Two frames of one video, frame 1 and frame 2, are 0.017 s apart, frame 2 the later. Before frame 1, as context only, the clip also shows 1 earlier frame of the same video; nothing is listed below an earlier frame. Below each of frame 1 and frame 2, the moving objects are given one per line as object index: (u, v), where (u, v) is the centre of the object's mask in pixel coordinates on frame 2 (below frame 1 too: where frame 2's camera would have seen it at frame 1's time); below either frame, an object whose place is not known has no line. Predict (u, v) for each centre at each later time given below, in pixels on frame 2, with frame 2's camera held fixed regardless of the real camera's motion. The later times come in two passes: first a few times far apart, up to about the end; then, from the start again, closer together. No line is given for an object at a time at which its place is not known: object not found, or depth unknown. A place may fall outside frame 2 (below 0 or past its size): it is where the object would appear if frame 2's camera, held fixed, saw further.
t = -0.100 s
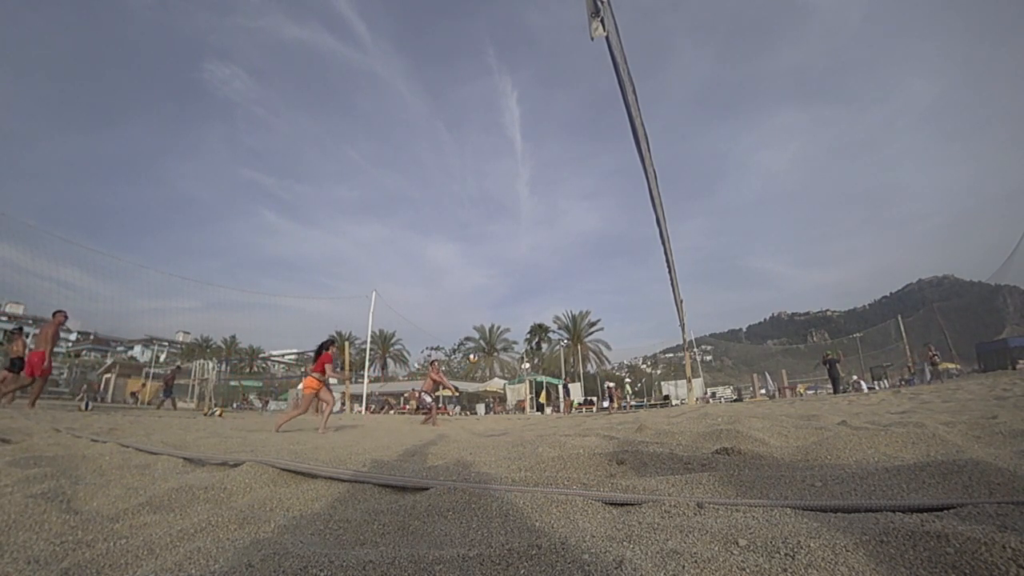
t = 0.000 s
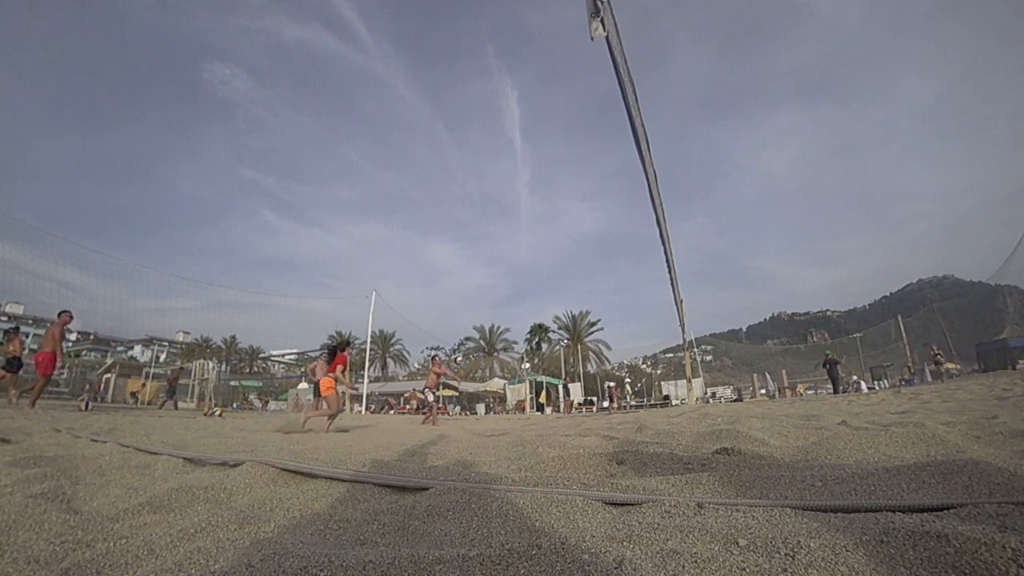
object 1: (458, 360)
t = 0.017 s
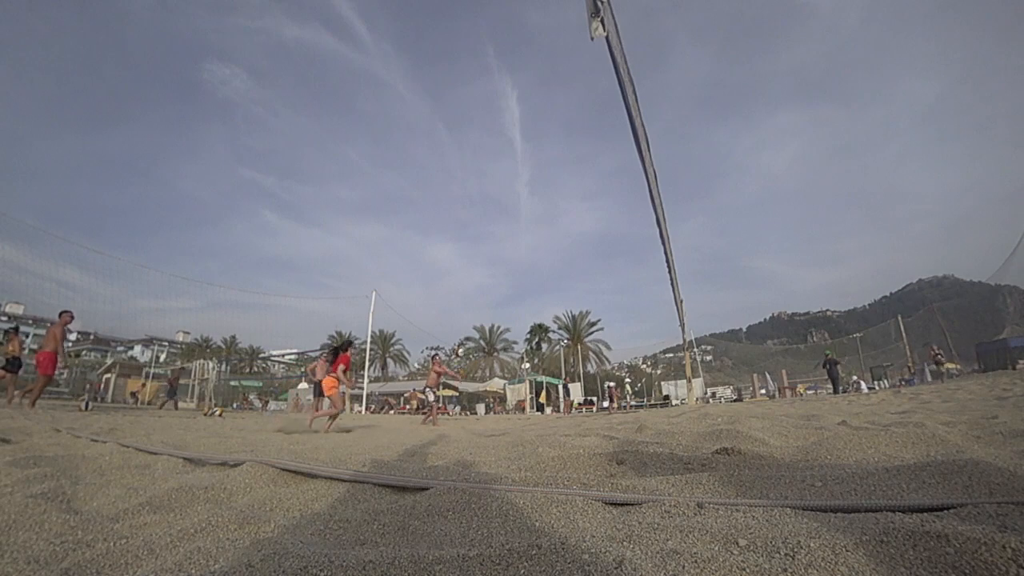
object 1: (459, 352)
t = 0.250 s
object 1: (480, 275)
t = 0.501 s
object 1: (500, 222)
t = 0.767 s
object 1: (519, 194)
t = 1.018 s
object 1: (540, 193)
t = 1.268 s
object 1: (563, 217)
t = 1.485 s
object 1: (586, 261)
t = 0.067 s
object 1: (463, 334)
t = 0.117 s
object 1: (468, 316)
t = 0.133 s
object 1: (470, 311)
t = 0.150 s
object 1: (471, 305)
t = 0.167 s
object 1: (473, 299)
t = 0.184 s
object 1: (474, 294)
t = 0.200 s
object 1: (475, 289)
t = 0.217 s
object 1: (477, 285)
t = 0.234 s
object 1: (478, 280)
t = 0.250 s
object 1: (480, 275)
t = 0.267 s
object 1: (481, 271)
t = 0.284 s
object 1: (483, 266)
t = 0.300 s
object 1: (484, 262)
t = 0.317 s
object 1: (485, 258)
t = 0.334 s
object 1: (486, 254)
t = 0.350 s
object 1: (488, 250)
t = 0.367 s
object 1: (489, 247)
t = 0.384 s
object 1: (490, 244)
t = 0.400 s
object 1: (492, 240)
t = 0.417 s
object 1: (493, 237)
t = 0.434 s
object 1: (494, 233)
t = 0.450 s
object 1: (495, 230)
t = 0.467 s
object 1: (497, 227)
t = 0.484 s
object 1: (498, 225)
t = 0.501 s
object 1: (500, 222)
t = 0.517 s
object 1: (500, 220)
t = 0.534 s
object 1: (502, 217)
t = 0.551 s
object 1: (503, 214)
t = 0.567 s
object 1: (504, 212)
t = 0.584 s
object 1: (505, 210)
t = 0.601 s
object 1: (507, 208)
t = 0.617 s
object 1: (508, 206)
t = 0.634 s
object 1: (509, 205)
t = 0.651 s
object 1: (510, 203)
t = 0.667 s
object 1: (511, 202)
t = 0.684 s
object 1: (513, 200)
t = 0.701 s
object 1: (514, 199)
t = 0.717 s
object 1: (515, 197)
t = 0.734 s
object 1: (517, 196)
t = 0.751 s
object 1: (518, 195)
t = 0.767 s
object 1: (519, 194)
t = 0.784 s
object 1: (520, 194)
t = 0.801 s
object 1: (522, 193)
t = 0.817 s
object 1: (523, 192)
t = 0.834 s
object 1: (525, 191)
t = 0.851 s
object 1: (526, 191)
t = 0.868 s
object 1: (527, 191)
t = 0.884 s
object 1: (528, 190)
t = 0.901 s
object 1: (530, 190)
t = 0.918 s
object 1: (531, 191)
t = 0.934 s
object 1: (532, 191)
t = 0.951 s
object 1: (534, 191)
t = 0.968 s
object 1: (535, 191)
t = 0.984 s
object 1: (537, 191)
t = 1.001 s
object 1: (538, 192)
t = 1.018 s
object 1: (540, 193)
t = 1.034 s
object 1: (541, 194)
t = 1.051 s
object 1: (543, 195)
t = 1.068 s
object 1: (544, 196)
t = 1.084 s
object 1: (546, 197)
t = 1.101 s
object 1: (547, 198)
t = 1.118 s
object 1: (549, 199)
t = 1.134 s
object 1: (550, 200)
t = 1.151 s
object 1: (551, 202)
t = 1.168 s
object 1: (553, 204)
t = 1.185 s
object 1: (555, 206)
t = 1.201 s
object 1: (556, 208)
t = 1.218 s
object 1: (558, 210)
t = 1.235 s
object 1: (559, 212)
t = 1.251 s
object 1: (561, 214)
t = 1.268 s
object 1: (563, 217)
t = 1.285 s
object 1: (565, 219)
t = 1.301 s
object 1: (566, 222)
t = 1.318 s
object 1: (568, 225)
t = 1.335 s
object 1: (570, 228)
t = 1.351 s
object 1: (572, 231)
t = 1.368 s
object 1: (574, 234)
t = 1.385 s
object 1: (576, 237)
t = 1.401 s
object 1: (577, 241)
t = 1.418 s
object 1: (579, 244)
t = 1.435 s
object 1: (581, 248)
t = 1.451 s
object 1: (583, 252)
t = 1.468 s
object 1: (584, 257)
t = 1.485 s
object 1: (586, 261)
